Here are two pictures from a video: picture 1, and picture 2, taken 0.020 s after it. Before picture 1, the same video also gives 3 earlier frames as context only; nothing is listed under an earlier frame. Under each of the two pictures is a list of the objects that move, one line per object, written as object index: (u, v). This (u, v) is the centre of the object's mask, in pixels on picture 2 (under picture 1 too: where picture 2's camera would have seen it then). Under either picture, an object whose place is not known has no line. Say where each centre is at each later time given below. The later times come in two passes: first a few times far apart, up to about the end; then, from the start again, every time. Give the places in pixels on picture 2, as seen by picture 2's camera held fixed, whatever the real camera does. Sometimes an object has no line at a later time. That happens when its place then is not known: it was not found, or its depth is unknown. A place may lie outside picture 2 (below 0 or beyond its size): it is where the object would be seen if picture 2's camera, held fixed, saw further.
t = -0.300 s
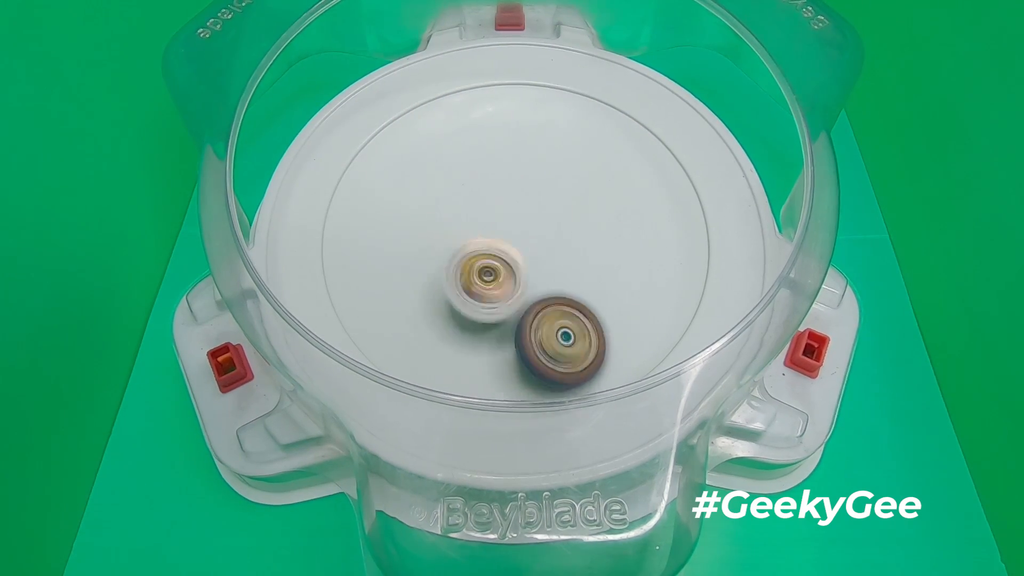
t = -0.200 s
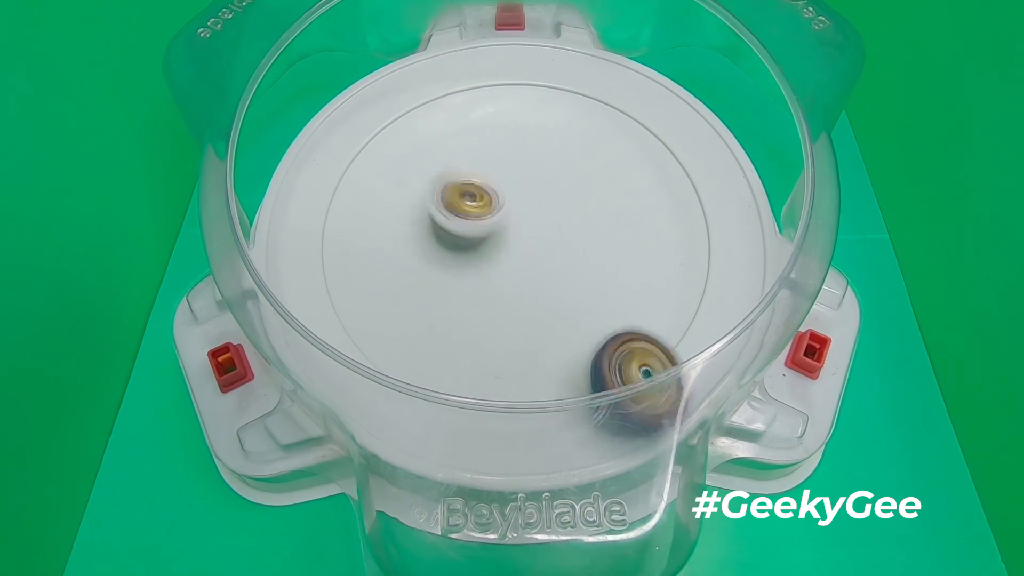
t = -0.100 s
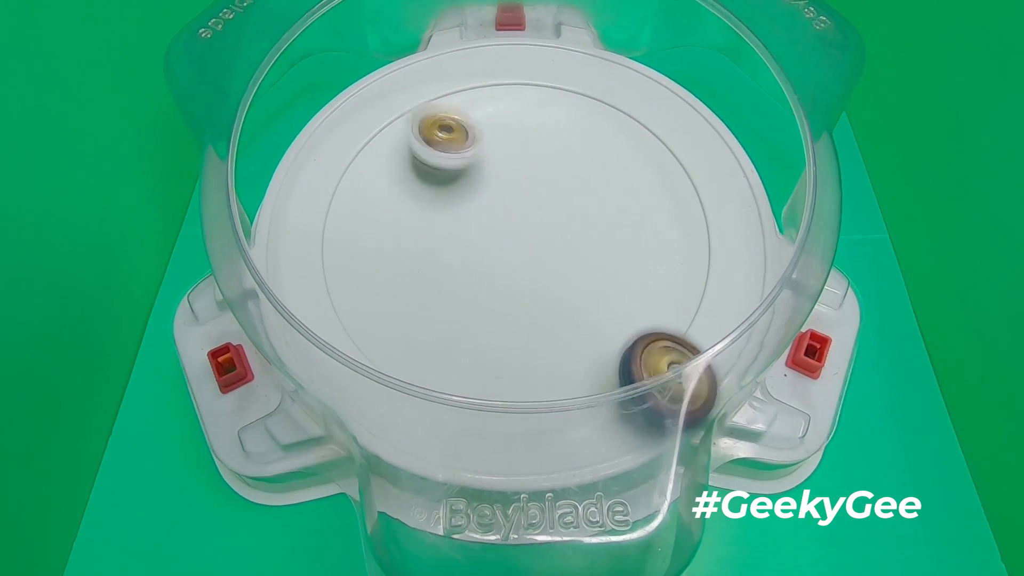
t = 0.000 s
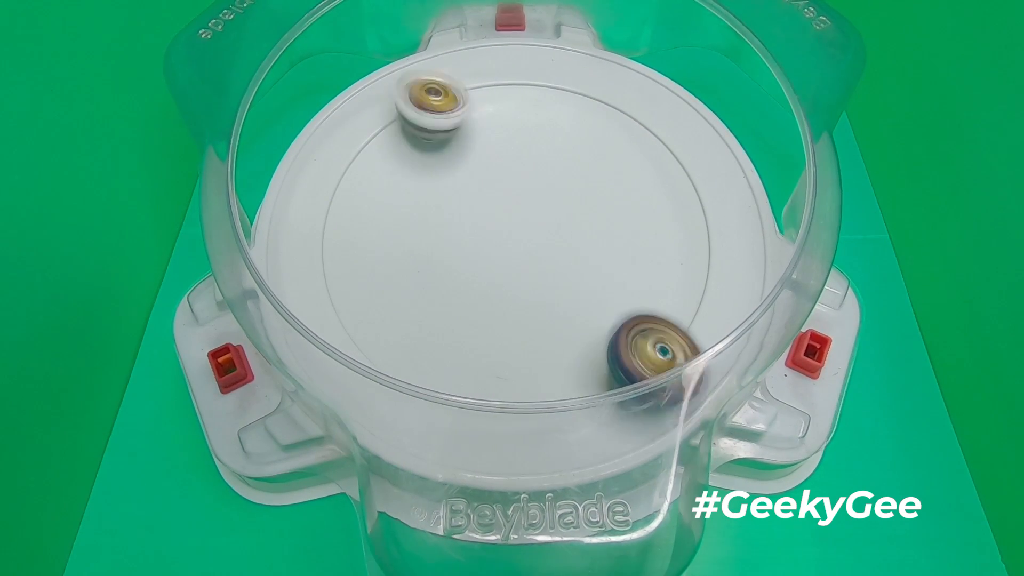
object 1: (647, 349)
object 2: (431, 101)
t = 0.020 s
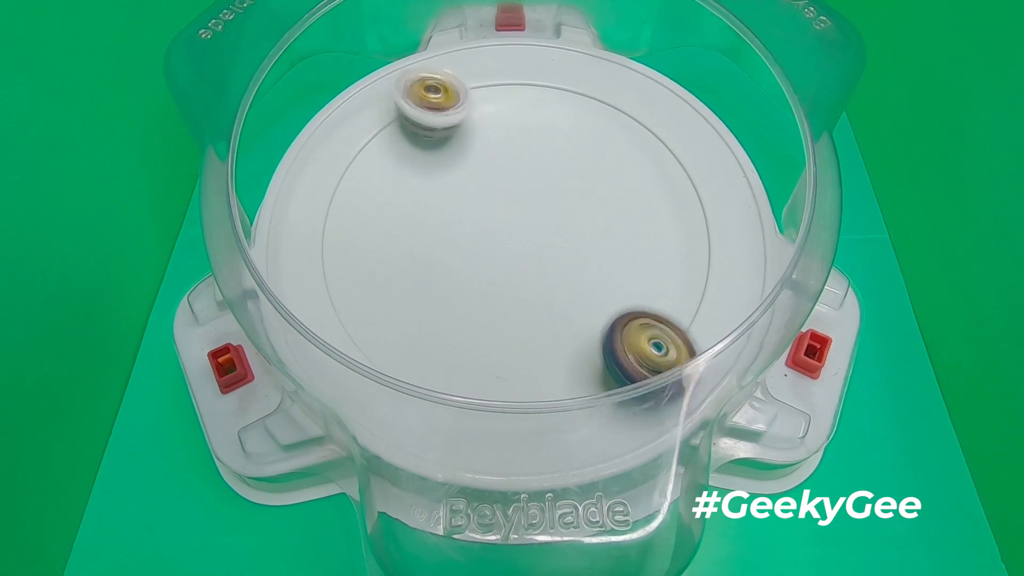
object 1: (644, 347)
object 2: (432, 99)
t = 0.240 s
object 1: (544, 268)
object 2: (463, 165)
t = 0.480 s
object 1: (547, 260)
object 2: (476, 173)
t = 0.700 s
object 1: (576, 254)
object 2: (495, 198)
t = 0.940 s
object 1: (608, 251)
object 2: (474, 198)
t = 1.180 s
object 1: (576, 230)
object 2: (456, 203)
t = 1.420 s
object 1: (545, 195)
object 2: (463, 219)
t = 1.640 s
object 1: (524, 174)
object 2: (471, 227)
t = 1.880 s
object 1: (504, 168)
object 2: (469, 257)
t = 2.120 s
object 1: (484, 184)
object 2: (494, 263)
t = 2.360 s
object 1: (468, 157)
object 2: (563, 314)
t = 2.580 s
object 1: (480, 197)
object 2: (573, 267)
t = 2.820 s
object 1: (454, 228)
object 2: (595, 239)
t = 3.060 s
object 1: (479, 247)
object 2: (589, 217)
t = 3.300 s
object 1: (497, 275)
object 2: (589, 183)
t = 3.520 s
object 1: (511, 275)
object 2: (561, 172)
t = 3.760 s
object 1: (526, 263)
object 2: (531, 180)
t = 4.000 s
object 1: (524, 264)
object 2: (508, 154)
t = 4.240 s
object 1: (511, 245)
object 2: (496, 164)
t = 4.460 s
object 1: (498, 269)
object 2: (492, 153)
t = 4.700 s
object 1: (487, 269)
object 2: (500, 176)
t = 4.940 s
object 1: (472, 301)
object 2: (538, 155)
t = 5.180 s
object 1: (487, 282)
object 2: (539, 175)
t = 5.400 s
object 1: (497, 281)
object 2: (555, 182)
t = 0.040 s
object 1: (638, 347)
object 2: (432, 99)
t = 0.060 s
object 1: (633, 344)
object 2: (432, 100)
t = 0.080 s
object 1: (625, 338)
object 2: (434, 103)
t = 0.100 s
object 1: (616, 331)
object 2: (436, 108)
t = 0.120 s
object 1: (605, 323)
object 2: (439, 115)
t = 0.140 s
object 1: (595, 315)
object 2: (441, 122)
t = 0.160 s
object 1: (585, 306)
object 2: (442, 126)
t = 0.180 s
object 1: (574, 296)
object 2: (448, 135)
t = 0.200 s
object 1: (563, 287)
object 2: (453, 145)
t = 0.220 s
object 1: (553, 277)
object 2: (458, 156)
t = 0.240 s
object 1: (544, 268)
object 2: (463, 165)
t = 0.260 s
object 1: (535, 259)
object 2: (469, 177)
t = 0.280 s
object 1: (527, 251)
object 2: (477, 185)
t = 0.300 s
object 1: (527, 254)
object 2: (476, 180)
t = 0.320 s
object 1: (529, 253)
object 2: (475, 179)
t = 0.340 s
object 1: (530, 255)
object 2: (476, 177)
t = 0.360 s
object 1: (531, 258)
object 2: (476, 174)
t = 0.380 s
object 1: (533, 260)
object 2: (475, 173)
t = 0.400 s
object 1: (536, 260)
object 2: (476, 172)
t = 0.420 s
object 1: (539, 259)
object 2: (476, 172)
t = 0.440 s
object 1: (542, 260)
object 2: (475, 172)
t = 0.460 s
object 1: (544, 261)
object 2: (475, 172)
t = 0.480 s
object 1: (547, 260)
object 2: (476, 173)
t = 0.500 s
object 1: (551, 259)
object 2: (477, 174)
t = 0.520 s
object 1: (554, 259)
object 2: (478, 175)
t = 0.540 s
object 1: (556, 260)
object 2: (479, 177)
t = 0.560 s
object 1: (559, 259)
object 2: (480, 178)
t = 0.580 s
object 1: (562, 258)
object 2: (481, 181)
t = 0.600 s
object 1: (564, 257)
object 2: (484, 183)
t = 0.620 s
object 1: (567, 257)
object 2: (485, 185)
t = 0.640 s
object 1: (569, 256)
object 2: (487, 189)
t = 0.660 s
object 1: (571, 255)
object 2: (491, 192)
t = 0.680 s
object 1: (574, 254)
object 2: (492, 194)
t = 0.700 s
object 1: (576, 254)
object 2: (495, 198)
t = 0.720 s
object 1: (578, 253)
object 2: (499, 200)
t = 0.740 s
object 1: (579, 252)
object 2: (501, 203)
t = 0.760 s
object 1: (580, 251)
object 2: (504, 208)
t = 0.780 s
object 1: (586, 253)
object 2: (504, 208)
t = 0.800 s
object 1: (593, 255)
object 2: (500, 206)
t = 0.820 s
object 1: (598, 255)
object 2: (496, 206)
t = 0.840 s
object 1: (601, 254)
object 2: (491, 204)
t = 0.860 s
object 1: (604, 254)
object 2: (487, 203)
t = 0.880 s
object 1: (606, 254)
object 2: (486, 202)
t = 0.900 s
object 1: (608, 253)
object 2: (481, 200)
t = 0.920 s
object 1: (608, 252)
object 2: (477, 198)
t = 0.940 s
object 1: (608, 251)
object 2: (474, 198)
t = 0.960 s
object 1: (607, 250)
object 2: (471, 197)
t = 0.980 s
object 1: (606, 248)
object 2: (470, 197)
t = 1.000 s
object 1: (604, 246)
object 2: (467, 196)
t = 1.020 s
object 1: (602, 245)
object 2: (464, 197)
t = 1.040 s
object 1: (599, 244)
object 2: (462, 197)
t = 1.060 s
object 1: (597, 242)
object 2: (460, 198)
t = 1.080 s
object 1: (594, 239)
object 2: (460, 199)
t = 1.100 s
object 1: (590, 238)
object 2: (459, 199)
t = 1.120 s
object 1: (586, 236)
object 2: (456, 200)
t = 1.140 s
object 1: (583, 234)
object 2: (456, 200)
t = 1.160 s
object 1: (580, 231)
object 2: (455, 202)
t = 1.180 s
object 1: (576, 230)
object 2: (456, 203)
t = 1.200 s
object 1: (571, 228)
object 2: (454, 204)
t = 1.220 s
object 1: (568, 224)
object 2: (454, 206)
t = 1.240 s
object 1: (565, 222)
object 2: (454, 206)
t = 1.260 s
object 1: (561, 220)
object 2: (455, 209)
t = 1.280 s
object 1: (558, 217)
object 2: (457, 210)
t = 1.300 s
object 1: (555, 213)
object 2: (457, 211)
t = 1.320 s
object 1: (552, 211)
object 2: (460, 213)
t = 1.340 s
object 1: (549, 208)
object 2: (463, 214)
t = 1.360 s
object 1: (547, 205)
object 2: (465, 216)
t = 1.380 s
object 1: (547, 202)
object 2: (464, 216)
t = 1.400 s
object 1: (547, 198)
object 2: (463, 219)
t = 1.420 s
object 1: (545, 195)
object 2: (463, 219)
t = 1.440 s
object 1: (543, 193)
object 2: (463, 220)
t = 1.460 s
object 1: (542, 191)
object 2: (464, 222)
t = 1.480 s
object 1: (540, 188)
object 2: (463, 221)
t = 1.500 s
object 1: (538, 185)
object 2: (464, 222)
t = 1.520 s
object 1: (535, 183)
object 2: (464, 222)
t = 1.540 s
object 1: (533, 181)
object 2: (466, 224)
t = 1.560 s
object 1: (531, 179)
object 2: (467, 224)
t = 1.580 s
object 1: (529, 177)
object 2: (467, 223)
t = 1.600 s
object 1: (527, 176)
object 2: (469, 224)
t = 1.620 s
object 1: (525, 176)
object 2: (469, 226)
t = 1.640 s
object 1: (524, 174)
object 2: (471, 227)
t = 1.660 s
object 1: (521, 173)
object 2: (470, 227)
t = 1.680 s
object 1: (519, 171)
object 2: (472, 229)
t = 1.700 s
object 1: (517, 171)
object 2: (472, 229)
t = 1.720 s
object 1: (515, 171)
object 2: (473, 230)
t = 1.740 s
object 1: (513, 170)
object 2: (474, 229)
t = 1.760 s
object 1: (511, 171)
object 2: (472, 231)
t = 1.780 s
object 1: (510, 169)
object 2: (470, 237)
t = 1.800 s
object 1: (509, 168)
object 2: (468, 244)
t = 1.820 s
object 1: (508, 165)
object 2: (469, 247)
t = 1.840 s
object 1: (507, 165)
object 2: (467, 251)
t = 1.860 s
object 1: (506, 167)
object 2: (470, 256)
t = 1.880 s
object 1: (504, 168)
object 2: (469, 257)
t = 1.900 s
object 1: (503, 168)
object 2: (472, 259)
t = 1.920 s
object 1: (502, 169)
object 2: (472, 258)
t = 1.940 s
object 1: (500, 171)
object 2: (475, 260)
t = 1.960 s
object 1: (499, 173)
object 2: (476, 260)
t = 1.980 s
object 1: (497, 175)
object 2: (480, 260)
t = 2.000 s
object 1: (496, 176)
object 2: (480, 259)
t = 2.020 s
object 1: (494, 180)
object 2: (483, 259)
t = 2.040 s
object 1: (493, 181)
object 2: (485, 258)
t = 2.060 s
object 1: (491, 183)
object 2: (487, 259)
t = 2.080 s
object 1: (489, 184)
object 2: (488, 256)
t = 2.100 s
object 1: (487, 187)
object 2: (490, 256)
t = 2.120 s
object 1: (484, 184)
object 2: (494, 263)
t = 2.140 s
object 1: (480, 175)
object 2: (501, 280)
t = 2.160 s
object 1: (477, 167)
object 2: (507, 290)
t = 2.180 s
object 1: (473, 160)
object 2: (512, 299)
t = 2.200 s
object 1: (470, 155)
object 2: (518, 307)
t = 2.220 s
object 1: (469, 151)
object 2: (524, 314)
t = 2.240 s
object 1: (467, 149)
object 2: (531, 318)
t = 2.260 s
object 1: (467, 148)
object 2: (536, 319)
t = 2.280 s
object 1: (467, 149)
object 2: (542, 320)
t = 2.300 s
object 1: (467, 151)
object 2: (549, 321)
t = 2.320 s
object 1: (467, 152)
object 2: (555, 319)
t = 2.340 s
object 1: (468, 154)
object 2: (558, 317)
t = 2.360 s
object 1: (468, 157)
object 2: (563, 314)
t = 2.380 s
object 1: (469, 160)
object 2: (567, 312)
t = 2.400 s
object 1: (470, 163)
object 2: (569, 306)
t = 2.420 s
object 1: (471, 167)
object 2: (571, 303)
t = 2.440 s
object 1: (471, 170)
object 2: (573, 298)
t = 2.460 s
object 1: (473, 174)
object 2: (577, 295)
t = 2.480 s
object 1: (474, 178)
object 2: (575, 288)
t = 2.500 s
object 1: (475, 182)
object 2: (577, 285)
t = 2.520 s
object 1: (476, 185)
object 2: (575, 280)
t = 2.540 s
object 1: (478, 189)
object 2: (577, 277)
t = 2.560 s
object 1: (478, 193)
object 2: (574, 271)
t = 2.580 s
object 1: (480, 197)
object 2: (573, 267)
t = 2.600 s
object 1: (481, 201)
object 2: (571, 264)
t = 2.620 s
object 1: (482, 206)
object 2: (570, 260)
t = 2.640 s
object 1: (483, 210)
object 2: (568, 256)
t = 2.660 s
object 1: (485, 214)
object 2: (565, 253)
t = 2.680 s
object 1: (486, 218)
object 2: (562, 251)
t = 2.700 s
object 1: (483, 221)
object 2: (567, 248)
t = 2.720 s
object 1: (475, 223)
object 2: (575, 249)
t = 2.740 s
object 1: (468, 224)
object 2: (582, 247)
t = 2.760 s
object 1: (462, 224)
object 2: (589, 247)
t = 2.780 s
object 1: (458, 226)
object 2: (592, 242)
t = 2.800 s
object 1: (456, 227)
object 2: (595, 242)
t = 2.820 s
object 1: (454, 228)
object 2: (595, 239)
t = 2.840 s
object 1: (454, 230)
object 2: (597, 237)
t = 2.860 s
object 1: (454, 231)
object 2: (595, 234)
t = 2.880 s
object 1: (455, 232)
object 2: (595, 233)
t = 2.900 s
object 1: (457, 234)
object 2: (595, 231)
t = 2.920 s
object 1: (458, 236)
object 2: (595, 228)
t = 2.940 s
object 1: (461, 237)
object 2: (593, 227)
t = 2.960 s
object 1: (464, 239)
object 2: (593, 225)
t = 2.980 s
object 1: (466, 241)
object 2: (592, 225)
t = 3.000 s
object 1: (469, 242)
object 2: (591, 221)
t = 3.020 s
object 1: (472, 244)
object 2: (591, 220)
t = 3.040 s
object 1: (475, 245)
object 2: (588, 218)
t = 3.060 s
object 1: (479, 247)
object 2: (589, 217)
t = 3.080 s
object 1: (481, 249)
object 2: (586, 215)
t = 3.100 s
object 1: (485, 250)
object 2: (585, 214)
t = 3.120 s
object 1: (489, 251)
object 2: (584, 213)
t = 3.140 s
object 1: (492, 253)
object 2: (582, 211)
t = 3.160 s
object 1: (496, 254)
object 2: (580, 211)
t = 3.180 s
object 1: (501, 254)
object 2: (579, 209)
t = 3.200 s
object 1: (504, 256)
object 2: (578, 210)
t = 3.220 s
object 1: (507, 258)
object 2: (577, 205)
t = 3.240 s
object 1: (503, 264)
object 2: (583, 199)
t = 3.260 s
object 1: (501, 269)
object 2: (586, 192)
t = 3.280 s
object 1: (499, 273)
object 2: (588, 188)
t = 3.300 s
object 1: (497, 275)
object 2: (589, 183)
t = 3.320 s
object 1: (497, 277)
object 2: (587, 180)
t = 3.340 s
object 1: (497, 278)
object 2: (587, 178)
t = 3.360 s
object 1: (498, 278)
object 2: (584, 174)
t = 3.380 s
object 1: (500, 278)
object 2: (582, 173)
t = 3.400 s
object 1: (501, 278)
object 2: (578, 172)
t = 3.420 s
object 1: (503, 278)
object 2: (576, 172)
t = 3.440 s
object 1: (504, 278)
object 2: (573, 171)
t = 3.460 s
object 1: (506, 277)
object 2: (570, 171)
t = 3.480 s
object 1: (508, 277)
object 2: (567, 172)
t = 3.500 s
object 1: (509, 276)
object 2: (564, 171)
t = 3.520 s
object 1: (511, 275)
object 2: (561, 172)
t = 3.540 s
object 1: (512, 274)
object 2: (558, 172)
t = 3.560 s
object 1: (513, 274)
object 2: (556, 173)
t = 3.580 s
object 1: (515, 273)
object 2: (552, 173)
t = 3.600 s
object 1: (516, 271)
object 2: (549, 174)
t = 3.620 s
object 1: (518, 270)
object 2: (547, 175)
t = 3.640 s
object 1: (520, 269)
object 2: (544, 175)
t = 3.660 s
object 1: (520, 268)
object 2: (542, 178)
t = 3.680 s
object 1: (521, 266)
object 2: (538, 178)
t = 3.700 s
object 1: (522, 265)
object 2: (537, 179)
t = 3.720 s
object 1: (524, 262)
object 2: (534, 180)
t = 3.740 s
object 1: (525, 261)
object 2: (532, 180)
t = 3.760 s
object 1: (526, 263)
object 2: (531, 180)
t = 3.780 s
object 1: (527, 262)
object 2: (528, 178)
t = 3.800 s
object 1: (527, 260)
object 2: (527, 178)
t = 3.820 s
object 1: (527, 259)
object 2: (525, 178)
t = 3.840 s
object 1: (528, 257)
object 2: (523, 178)
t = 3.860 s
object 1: (528, 261)
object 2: (524, 175)
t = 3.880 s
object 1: (528, 264)
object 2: (521, 168)
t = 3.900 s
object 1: (528, 265)
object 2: (519, 164)
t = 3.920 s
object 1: (527, 266)
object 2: (517, 160)
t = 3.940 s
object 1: (527, 267)
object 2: (514, 157)
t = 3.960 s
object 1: (526, 267)
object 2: (513, 156)
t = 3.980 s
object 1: (525, 265)
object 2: (510, 154)
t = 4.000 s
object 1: (524, 264)
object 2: (508, 154)
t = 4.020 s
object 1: (523, 263)
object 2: (507, 155)
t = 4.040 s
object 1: (523, 261)
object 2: (505, 153)
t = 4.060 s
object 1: (522, 259)
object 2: (503, 154)
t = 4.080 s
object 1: (521, 257)
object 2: (502, 156)
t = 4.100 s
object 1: (520, 256)
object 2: (500, 155)
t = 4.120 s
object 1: (518, 255)
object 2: (500, 156)
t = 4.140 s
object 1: (518, 252)
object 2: (499, 158)
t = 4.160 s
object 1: (517, 250)
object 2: (497, 157)
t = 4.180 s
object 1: (515, 249)
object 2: (498, 159)
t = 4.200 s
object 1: (514, 248)
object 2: (496, 161)
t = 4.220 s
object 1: (512, 246)
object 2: (496, 161)
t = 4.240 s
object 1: (511, 245)
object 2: (496, 164)
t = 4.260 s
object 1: (510, 245)
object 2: (495, 164)
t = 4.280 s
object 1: (509, 251)
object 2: (495, 158)
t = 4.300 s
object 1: (509, 256)
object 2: (497, 155)
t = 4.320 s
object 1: (507, 261)
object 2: (495, 153)
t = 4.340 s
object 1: (506, 264)
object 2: (495, 151)
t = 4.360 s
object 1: (505, 267)
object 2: (496, 151)
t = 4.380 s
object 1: (504, 268)
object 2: (494, 151)
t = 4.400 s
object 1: (502, 269)
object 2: (493, 151)
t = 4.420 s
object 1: (500, 269)
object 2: (495, 151)
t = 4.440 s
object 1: (499, 269)
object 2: (493, 152)
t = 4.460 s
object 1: (498, 269)
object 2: (492, 153)
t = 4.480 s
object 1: (496, 269)
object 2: (494, 153)
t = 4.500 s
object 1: (495, 269)
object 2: (493, 156)
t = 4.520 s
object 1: (494, 269)
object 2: (493, 157)
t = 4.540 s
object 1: (493, 269)
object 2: (495, 158)
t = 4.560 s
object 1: (492, 269)
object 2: (495, 161)
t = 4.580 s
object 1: (491, 269)
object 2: (495, 163)
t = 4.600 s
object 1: (490, 269)
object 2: (497, 164)
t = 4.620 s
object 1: (489, 269)
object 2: (497, 167)
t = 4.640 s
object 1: (489, 269)
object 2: (497, 169)
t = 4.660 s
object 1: (488, 269)
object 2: (498, 171)
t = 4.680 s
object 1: (488, 268)
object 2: (499, 174)
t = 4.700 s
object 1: (487, 269)
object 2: (500, 176)
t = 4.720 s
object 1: (487, 269)
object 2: (500, 177)
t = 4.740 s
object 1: (487, 270)
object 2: (501, 181)
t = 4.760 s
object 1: (486, 269)
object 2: (502, 182)
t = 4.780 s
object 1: (487, 268)
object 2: (503, 183)
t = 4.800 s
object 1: (486, 270)
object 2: (505, 186)
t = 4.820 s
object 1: (481, 280)
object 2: (512, 180)
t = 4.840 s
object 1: (478, 287)
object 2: (516, 174)
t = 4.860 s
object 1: (475, 290)
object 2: (522, 167)
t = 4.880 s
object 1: (474, 293)
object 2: (527, 162)
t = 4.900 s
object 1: (473, 298)
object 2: (532, 159)
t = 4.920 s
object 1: (471, 300)
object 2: (535, 158)
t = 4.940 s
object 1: (472, 301)
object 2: (538, 155)
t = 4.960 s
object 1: (471, 300)
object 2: (538, 154)
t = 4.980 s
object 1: (472, 300)
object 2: (539, 155)
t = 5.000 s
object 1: (473, 301)
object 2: (541, 156)
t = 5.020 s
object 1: (473, 299)
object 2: (540, 157)
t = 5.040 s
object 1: (475, 297)
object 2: (540, 159)
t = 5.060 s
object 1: (476, 296)
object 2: (539, 159)
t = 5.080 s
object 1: (478, 294)
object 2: (540, 162)
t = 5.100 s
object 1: (479, 292)
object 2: (540, 164)
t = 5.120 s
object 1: (480, 289)
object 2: (539, 166)
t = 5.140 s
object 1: (483, 287)
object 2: (538, 169)
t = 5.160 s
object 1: (485, 285)
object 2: (539, 171)
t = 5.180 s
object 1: (487, 282)
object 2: (539, 175)
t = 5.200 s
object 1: (489, 280)
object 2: (539, 176)
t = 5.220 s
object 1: (491, 277)
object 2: (538, 179)
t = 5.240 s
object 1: (494, 275)
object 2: (537, 182)
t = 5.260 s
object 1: (495, 273)
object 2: (539, 184)
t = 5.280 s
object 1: (498, 271)
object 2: (539, 188)
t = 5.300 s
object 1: (500, 269)
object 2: (538, 191)
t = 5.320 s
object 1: (502, 267)
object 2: (537, 195)
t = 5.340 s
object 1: (500, 274)
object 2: (541, 193)
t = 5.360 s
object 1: (499, 279)
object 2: (547, 188)
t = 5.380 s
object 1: (497, 280)
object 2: (550, 184)
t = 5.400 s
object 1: (497, 281)
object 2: (555, 182)
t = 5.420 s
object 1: (496, 285)
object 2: (555, 179)
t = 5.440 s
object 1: (496, 286)
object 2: (558, 178)
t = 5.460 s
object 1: (497, 285)
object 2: (558, 178)
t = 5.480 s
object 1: (496, 283)
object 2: (557, 179)
